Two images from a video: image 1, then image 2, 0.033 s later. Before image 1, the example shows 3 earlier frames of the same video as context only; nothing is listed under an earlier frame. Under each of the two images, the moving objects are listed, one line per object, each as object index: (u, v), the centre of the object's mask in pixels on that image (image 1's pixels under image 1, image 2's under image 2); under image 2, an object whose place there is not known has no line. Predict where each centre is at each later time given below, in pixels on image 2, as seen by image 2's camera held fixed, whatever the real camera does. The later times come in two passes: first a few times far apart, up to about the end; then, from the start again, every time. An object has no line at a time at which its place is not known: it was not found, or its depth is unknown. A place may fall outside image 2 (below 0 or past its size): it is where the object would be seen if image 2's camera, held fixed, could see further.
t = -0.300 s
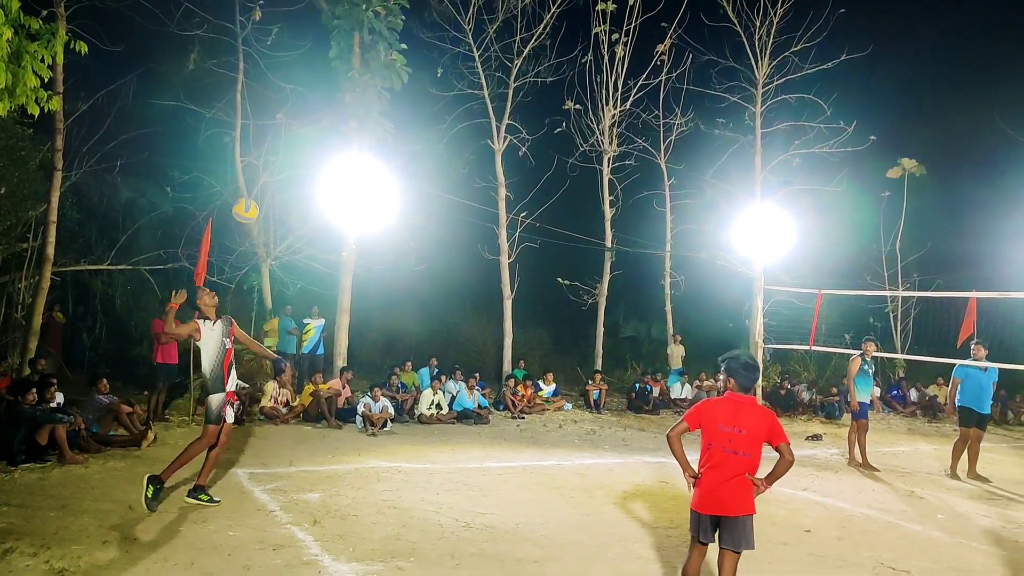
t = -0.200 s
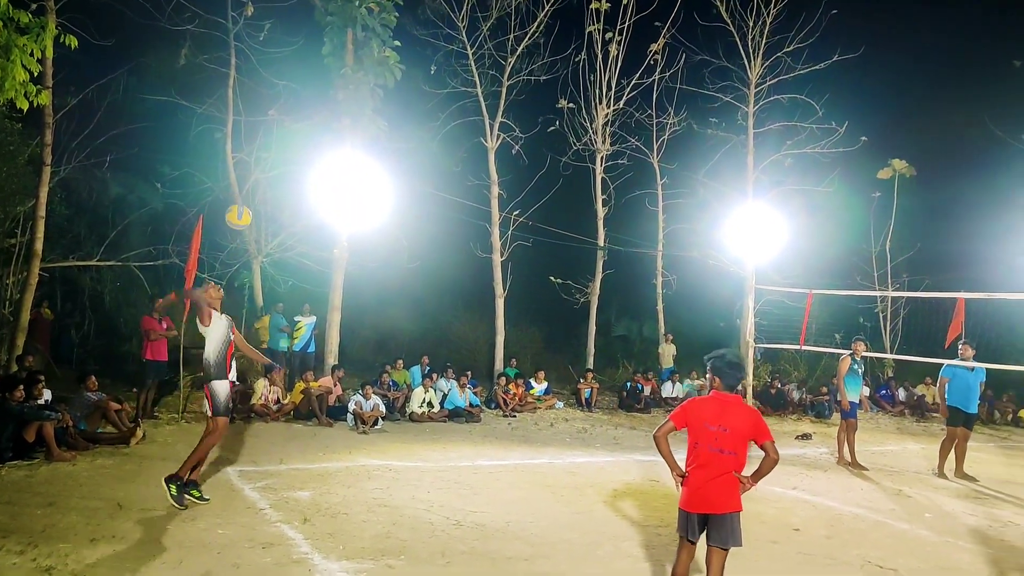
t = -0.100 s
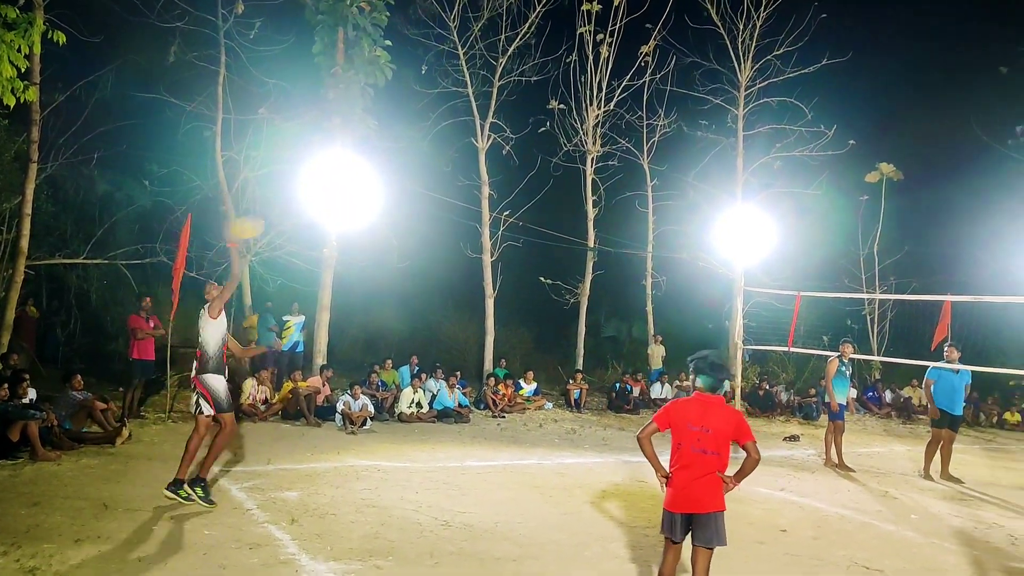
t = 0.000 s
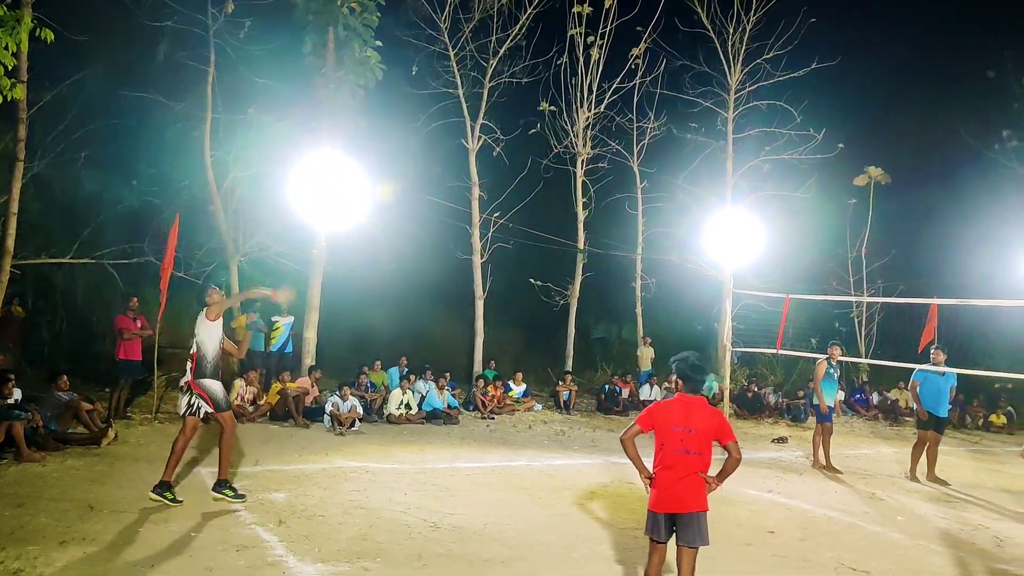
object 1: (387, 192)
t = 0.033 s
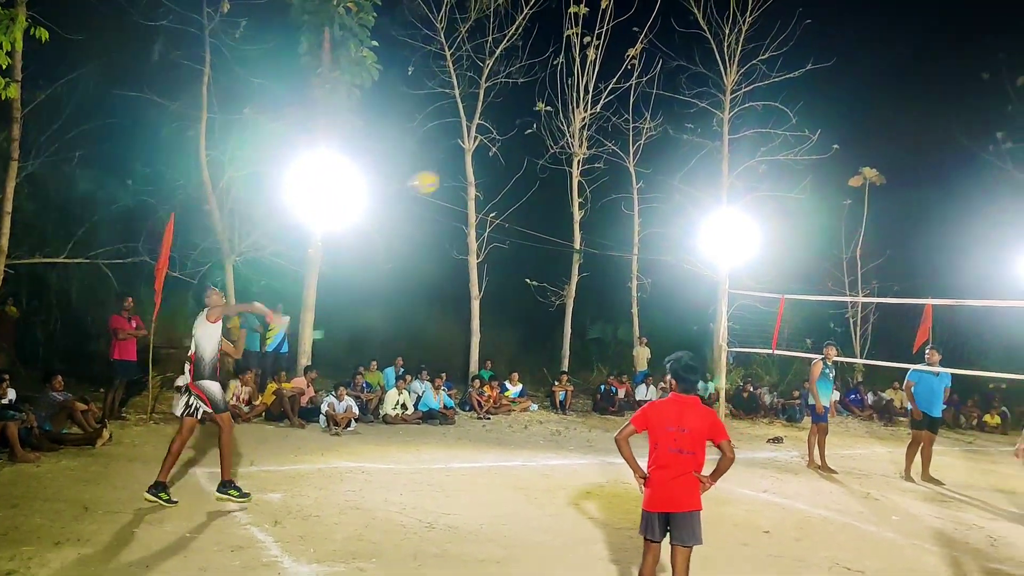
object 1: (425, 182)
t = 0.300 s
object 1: (706, 164)
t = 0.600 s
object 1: (918, 215)
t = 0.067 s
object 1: (465, 175)
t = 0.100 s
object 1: (505, 170)
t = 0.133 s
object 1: (542, 165)
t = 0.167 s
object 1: (578, 163)
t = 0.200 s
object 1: (612, 161)
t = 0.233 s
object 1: (645, 161)
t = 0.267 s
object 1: (675, 162)
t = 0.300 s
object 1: (706, 164)
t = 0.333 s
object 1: (733, 168)
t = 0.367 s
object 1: (759, 171)
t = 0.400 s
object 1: (784, 176)
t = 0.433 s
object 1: (808, 181)
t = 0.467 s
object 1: (831, 186)
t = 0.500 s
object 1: (854, 193)
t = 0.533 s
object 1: (876, 199)
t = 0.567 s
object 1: (897, 207)
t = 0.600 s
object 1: (918, 215)
